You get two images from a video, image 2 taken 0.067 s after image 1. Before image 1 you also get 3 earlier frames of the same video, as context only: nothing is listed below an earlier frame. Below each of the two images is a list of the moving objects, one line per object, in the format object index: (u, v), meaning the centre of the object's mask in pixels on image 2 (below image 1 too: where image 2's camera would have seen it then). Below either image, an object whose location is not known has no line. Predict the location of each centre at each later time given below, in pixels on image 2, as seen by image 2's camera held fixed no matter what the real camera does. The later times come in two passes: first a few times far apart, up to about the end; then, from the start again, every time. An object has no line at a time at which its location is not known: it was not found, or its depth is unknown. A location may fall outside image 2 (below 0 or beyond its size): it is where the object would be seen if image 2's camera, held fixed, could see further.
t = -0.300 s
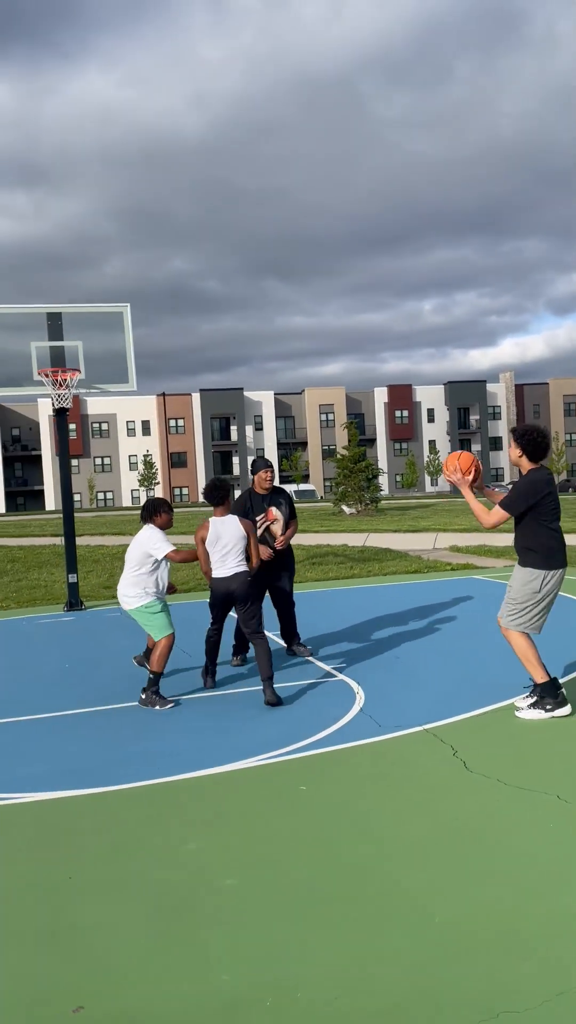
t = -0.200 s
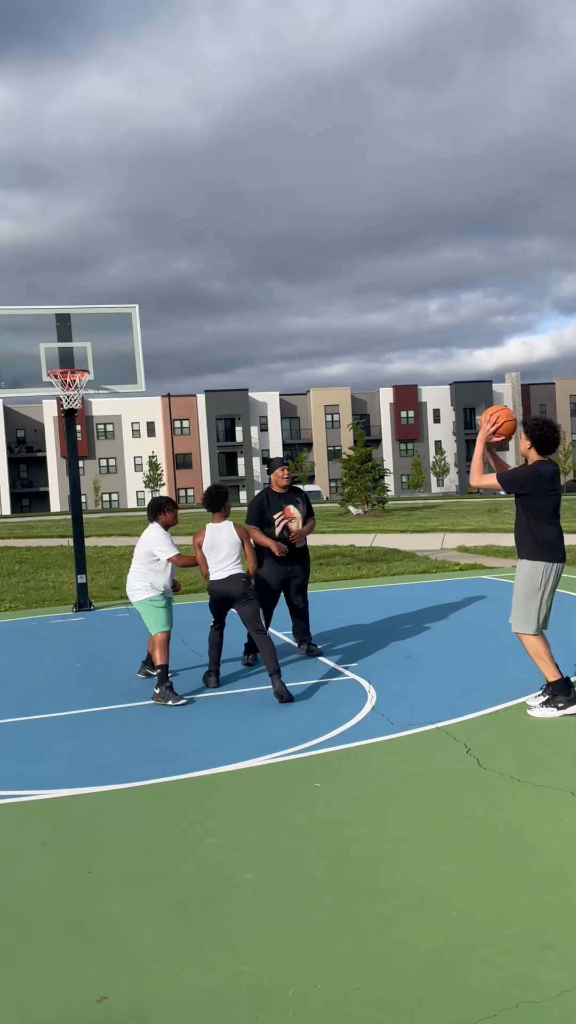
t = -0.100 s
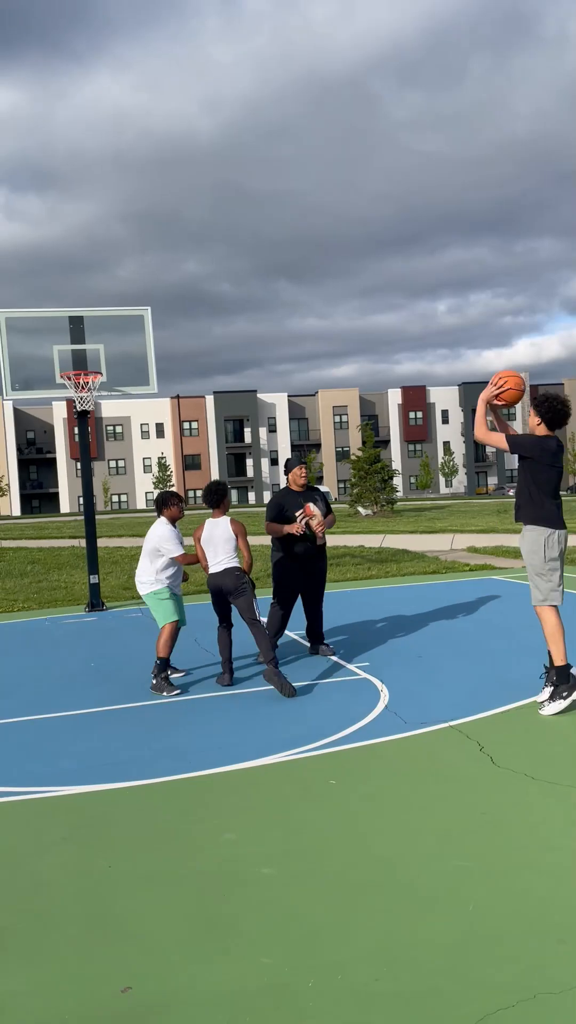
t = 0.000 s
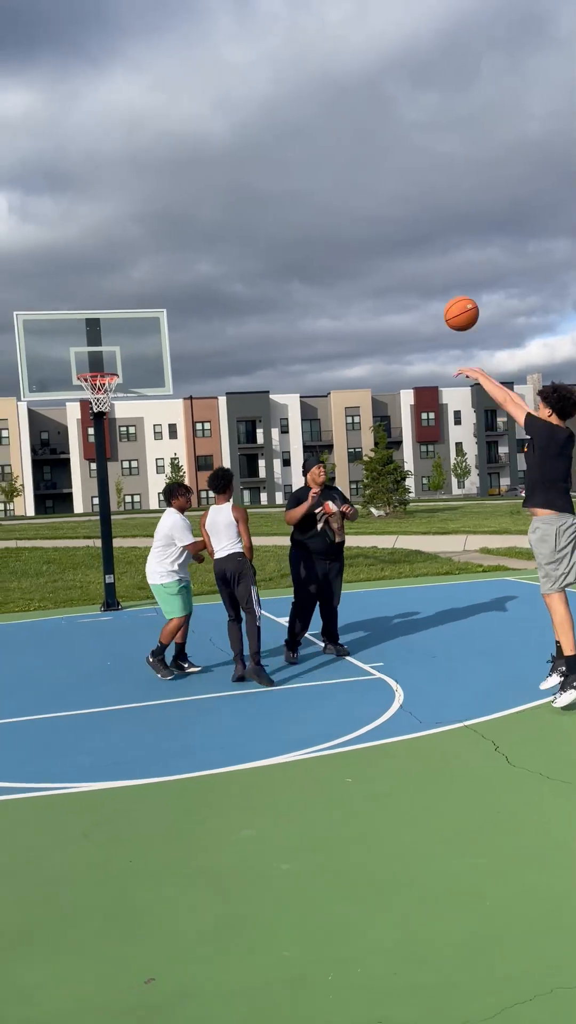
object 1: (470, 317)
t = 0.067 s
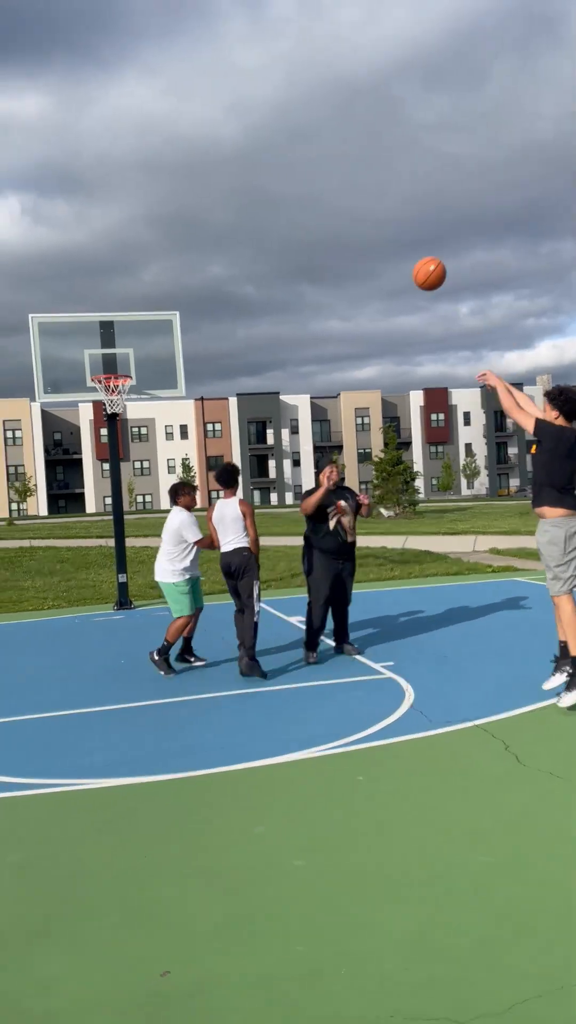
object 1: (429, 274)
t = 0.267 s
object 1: (325, 199)
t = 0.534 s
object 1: (223, 185)
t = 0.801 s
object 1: (150, 238)
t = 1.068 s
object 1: (97, 335)
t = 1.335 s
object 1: (65, 421)
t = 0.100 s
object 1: (410, 256)
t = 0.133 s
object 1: (391, 241)
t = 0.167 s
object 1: (373, 229)
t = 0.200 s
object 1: (356, 217)
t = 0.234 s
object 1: (340, 207)
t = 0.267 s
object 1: (325, 199)
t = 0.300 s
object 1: (311, 193)
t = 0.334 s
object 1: (296, 188)
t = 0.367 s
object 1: (283, 184)
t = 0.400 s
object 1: (270, 182)
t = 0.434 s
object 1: (258, 181)
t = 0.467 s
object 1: (246, 182)
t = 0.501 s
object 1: (234, 183)
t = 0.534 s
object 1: (223, 185)
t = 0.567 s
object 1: (213, 189)
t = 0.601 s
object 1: (203, 193)
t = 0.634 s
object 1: (193, 198)
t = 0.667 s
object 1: (184, 205)
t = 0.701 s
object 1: (175, 212)
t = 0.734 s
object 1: (166, 220)
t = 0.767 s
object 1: (158, 229)
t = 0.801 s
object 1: (150, 238)
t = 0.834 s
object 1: (142, 248)
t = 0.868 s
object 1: (135, 259)
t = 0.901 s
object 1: (128, 270)
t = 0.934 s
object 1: (121, 282)
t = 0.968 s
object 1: (114, 294)
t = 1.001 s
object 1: (108, 308)
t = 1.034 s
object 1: (102, 321)
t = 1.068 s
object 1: (97, 335)
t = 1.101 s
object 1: (92, 350)
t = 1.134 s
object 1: (86, 365)
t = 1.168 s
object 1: (83, 371)
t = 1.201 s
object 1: (79, 379)
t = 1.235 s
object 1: (75, 388)
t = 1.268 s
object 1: (71, 398)
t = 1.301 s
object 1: (67, 409)
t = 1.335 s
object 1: (65, 421)
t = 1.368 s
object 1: (62, 434)
